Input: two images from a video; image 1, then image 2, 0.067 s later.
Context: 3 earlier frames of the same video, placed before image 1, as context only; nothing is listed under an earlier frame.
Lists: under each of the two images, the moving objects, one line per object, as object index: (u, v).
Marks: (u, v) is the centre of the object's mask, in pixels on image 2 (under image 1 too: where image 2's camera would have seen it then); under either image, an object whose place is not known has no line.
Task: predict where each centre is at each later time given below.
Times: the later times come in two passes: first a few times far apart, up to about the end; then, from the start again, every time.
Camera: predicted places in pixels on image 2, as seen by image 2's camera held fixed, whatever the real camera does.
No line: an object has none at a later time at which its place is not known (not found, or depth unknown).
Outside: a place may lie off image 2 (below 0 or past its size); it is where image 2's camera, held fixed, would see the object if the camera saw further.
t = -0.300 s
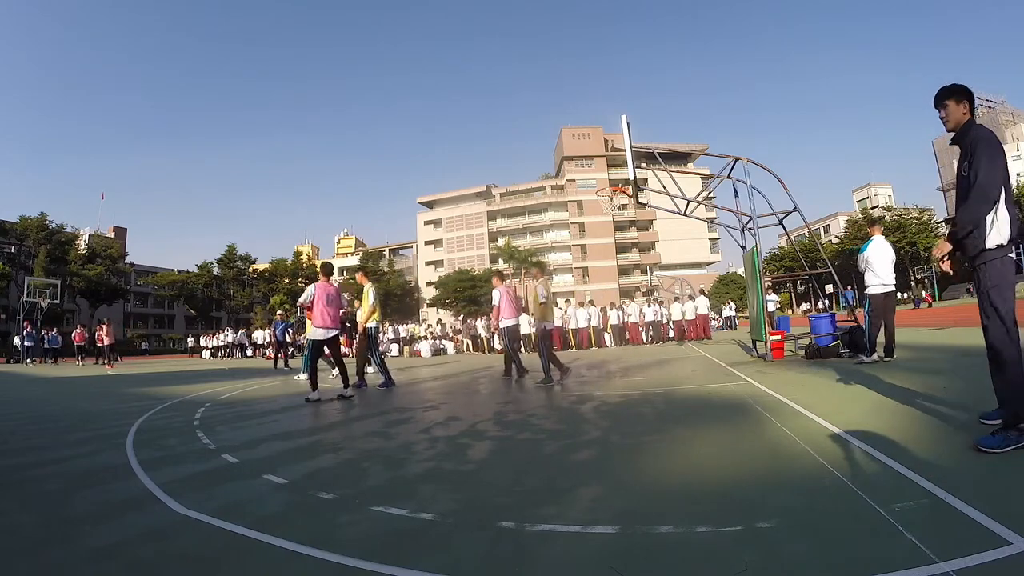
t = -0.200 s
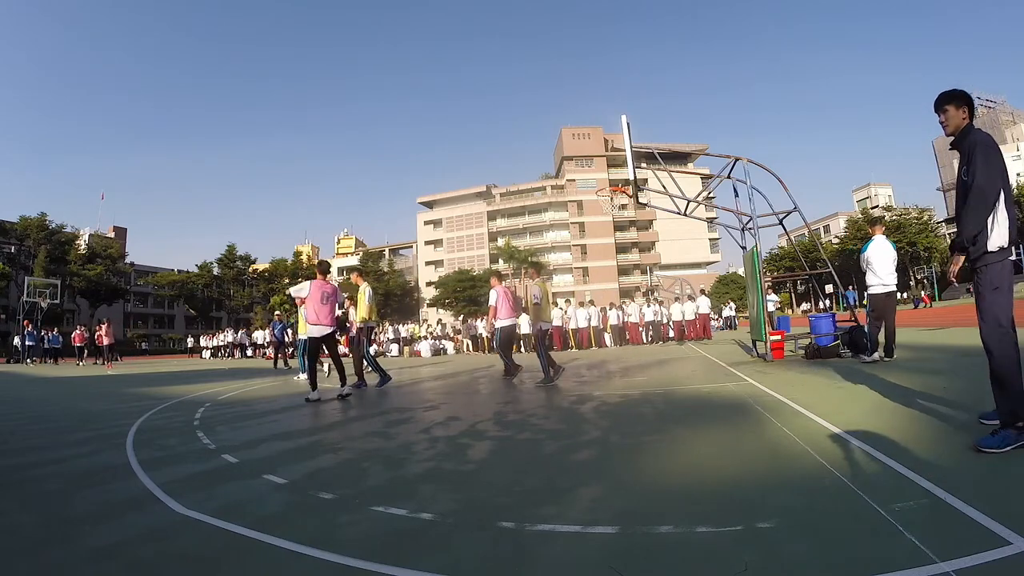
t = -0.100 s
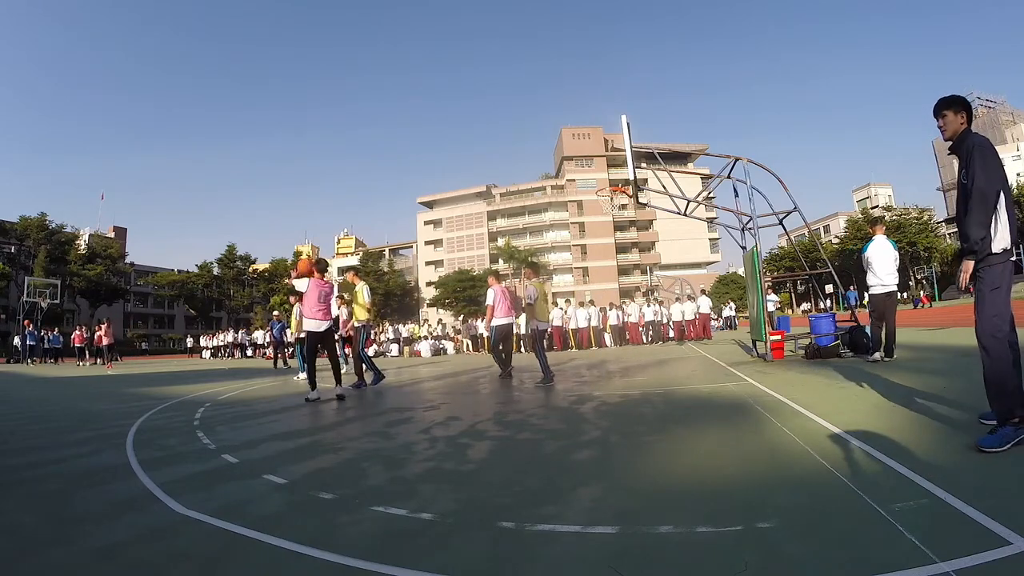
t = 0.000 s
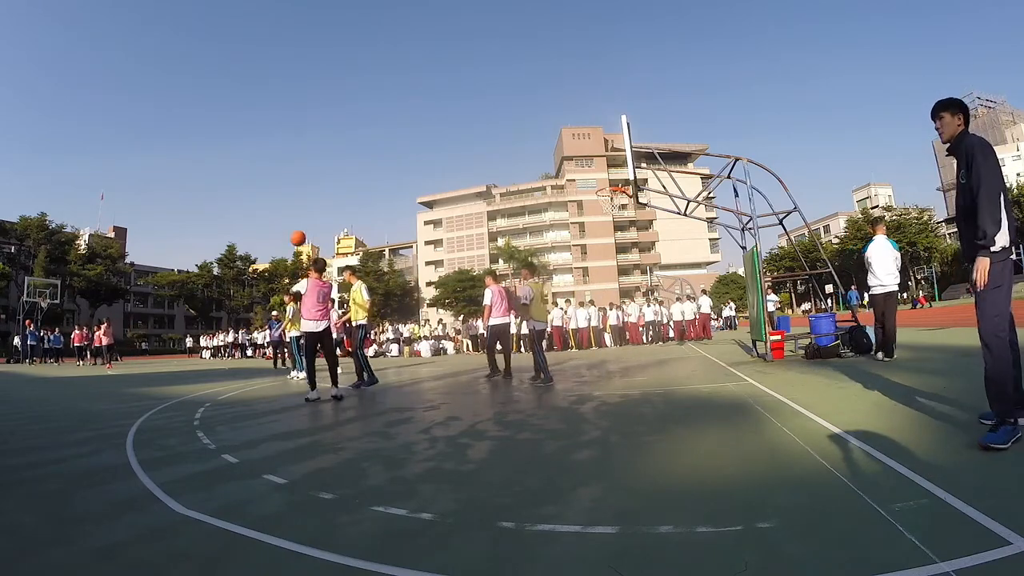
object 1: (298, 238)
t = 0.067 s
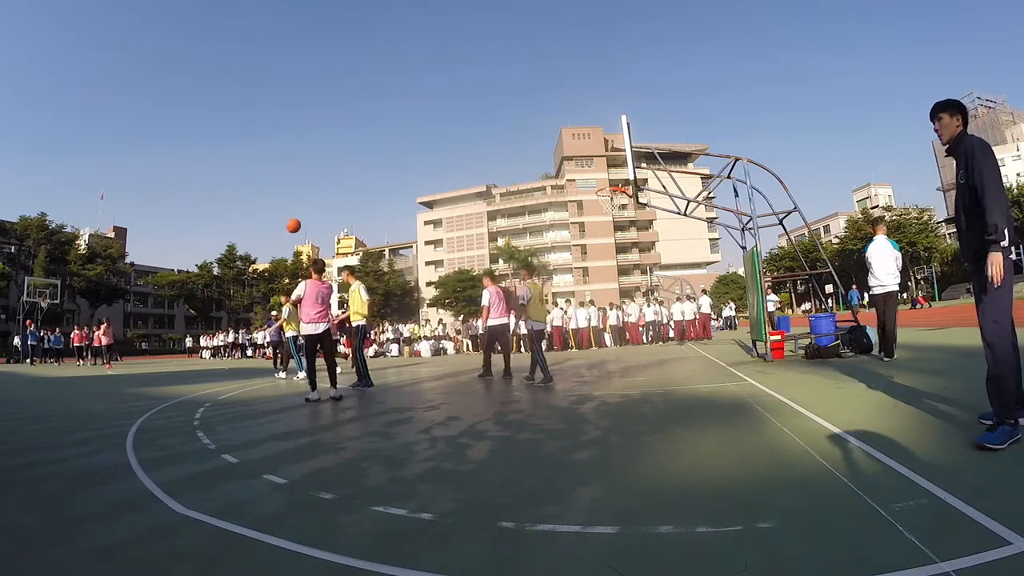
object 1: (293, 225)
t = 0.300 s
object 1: (281, 207)
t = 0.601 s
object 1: (268, 225)
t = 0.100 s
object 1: (291, 221)
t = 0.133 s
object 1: (290, 217)
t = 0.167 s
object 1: (287, 213)
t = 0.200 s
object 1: (286, 211)
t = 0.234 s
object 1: (284, 209)
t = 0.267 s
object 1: (282, 207)
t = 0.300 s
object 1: (281, 207)
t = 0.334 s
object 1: (279, 207)
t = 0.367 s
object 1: (278, 208)
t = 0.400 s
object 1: (276, 209)
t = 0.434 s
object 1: (275, 211)
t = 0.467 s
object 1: (273, 213)
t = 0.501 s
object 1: (272, 215)
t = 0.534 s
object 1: (270, 218)
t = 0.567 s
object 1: (269, 222)
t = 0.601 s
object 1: (268, 225)
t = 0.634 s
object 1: (267, 230)
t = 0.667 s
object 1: (265, 235)
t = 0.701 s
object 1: (264, 240)
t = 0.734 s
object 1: (263, 245)
